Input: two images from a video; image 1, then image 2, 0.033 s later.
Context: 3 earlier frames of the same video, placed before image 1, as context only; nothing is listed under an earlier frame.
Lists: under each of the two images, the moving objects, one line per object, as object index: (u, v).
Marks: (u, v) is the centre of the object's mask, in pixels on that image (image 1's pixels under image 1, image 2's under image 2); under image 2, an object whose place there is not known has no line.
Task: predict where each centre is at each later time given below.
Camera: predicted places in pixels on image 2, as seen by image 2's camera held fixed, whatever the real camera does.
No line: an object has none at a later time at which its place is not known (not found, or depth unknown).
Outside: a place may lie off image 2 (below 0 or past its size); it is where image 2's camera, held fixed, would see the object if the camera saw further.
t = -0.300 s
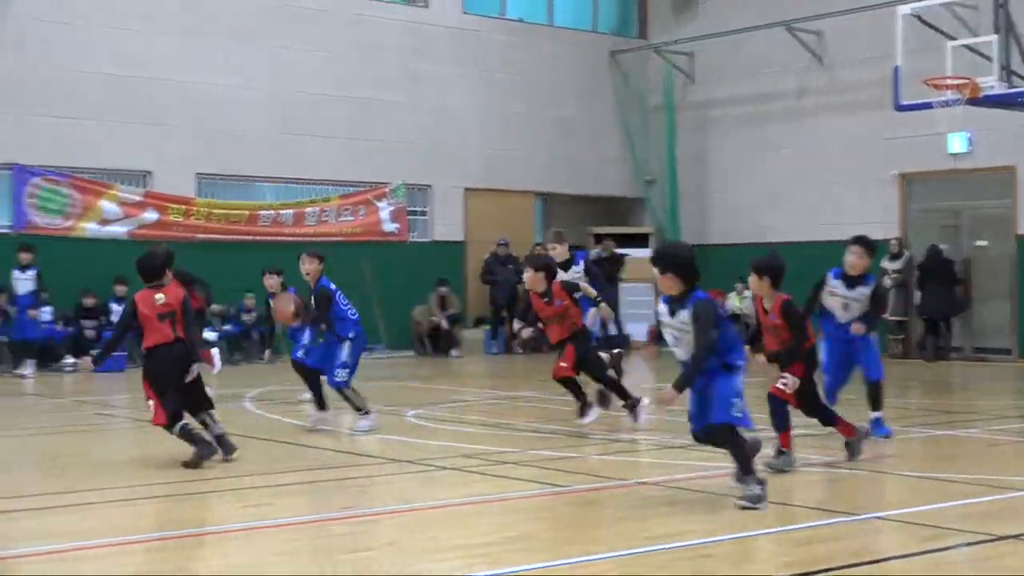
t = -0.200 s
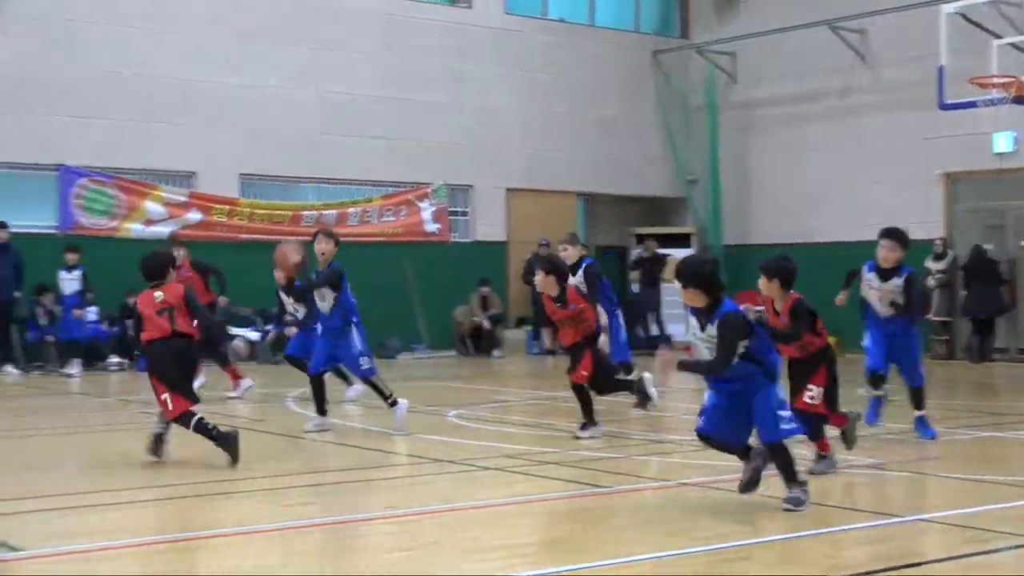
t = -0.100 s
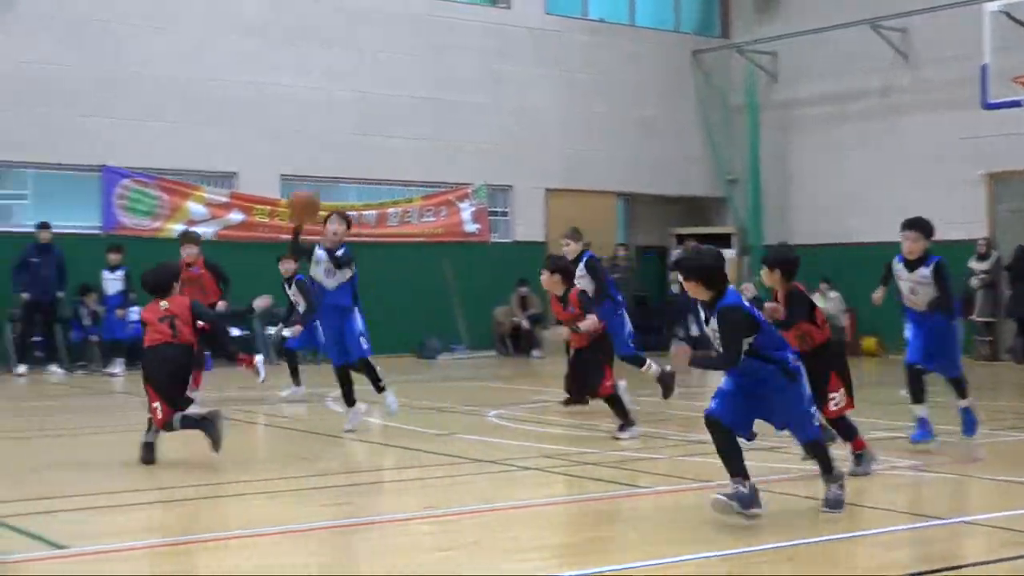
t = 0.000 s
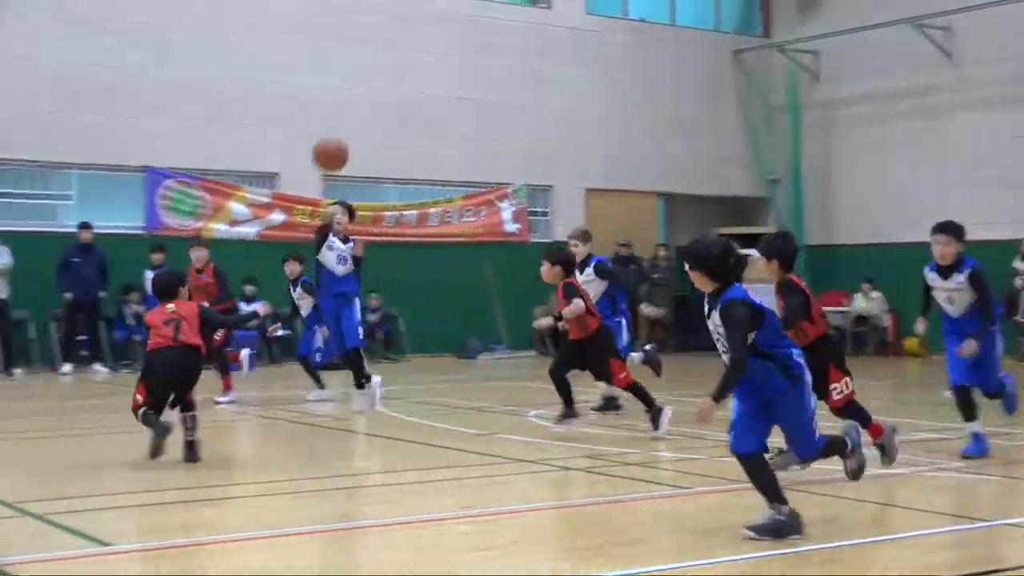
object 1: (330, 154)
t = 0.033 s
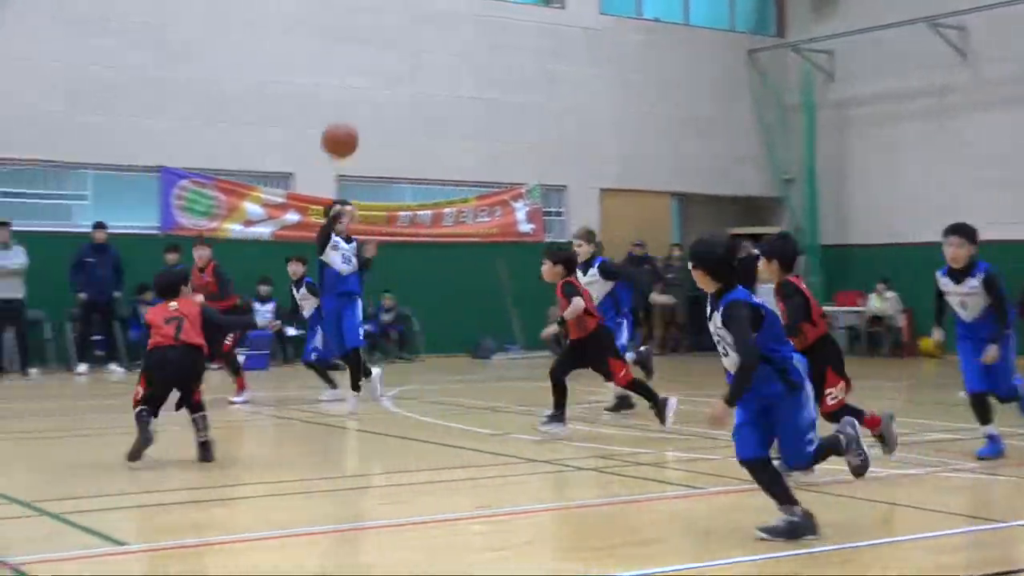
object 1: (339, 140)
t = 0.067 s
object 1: (335, 127)
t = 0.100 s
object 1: (328, 115)
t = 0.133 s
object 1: (323, 104)
